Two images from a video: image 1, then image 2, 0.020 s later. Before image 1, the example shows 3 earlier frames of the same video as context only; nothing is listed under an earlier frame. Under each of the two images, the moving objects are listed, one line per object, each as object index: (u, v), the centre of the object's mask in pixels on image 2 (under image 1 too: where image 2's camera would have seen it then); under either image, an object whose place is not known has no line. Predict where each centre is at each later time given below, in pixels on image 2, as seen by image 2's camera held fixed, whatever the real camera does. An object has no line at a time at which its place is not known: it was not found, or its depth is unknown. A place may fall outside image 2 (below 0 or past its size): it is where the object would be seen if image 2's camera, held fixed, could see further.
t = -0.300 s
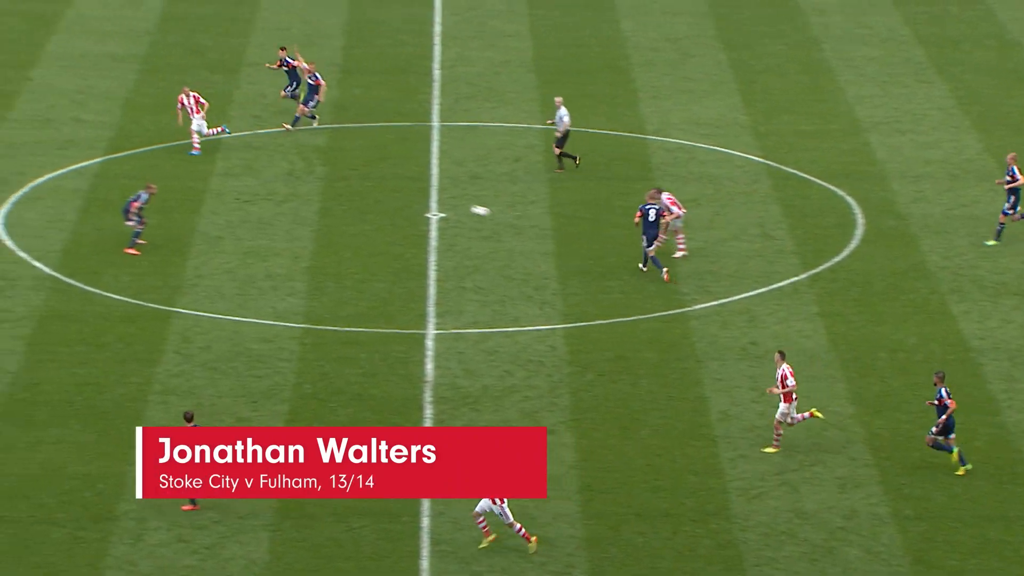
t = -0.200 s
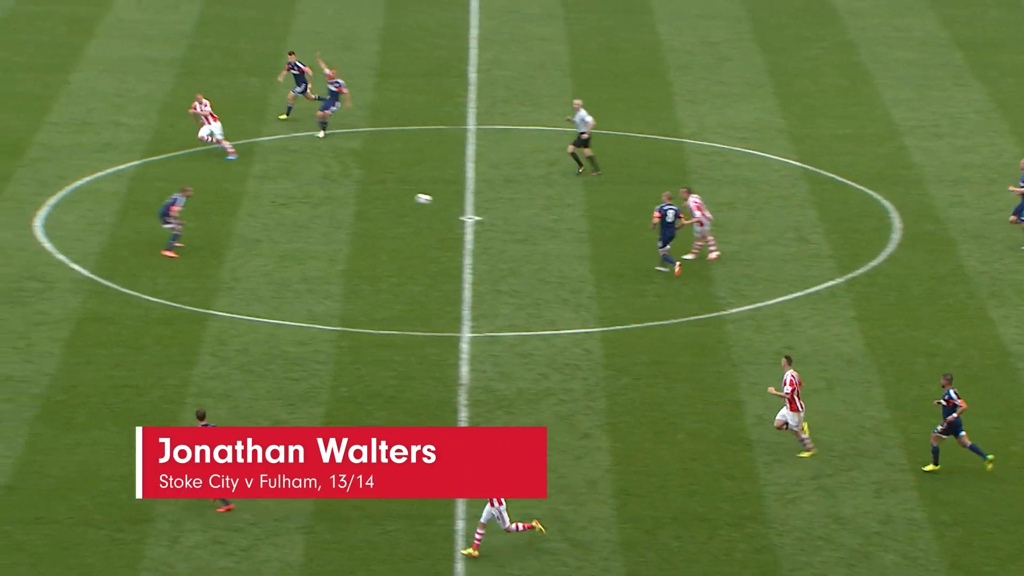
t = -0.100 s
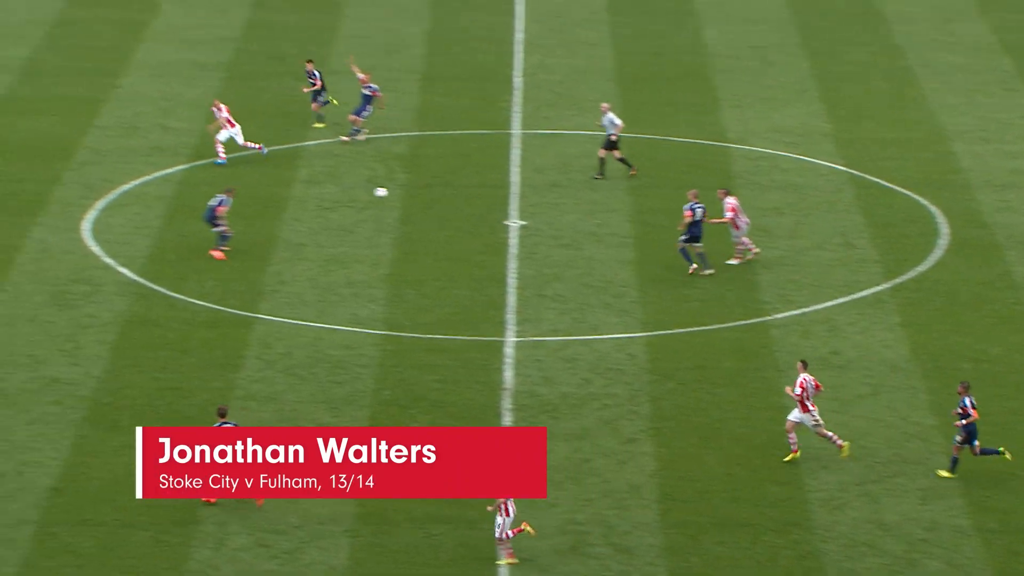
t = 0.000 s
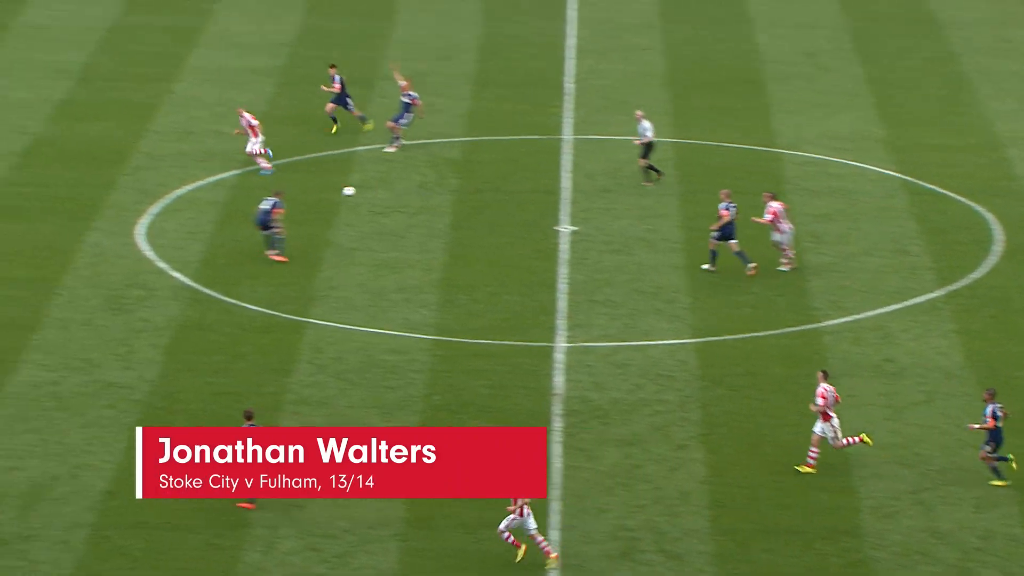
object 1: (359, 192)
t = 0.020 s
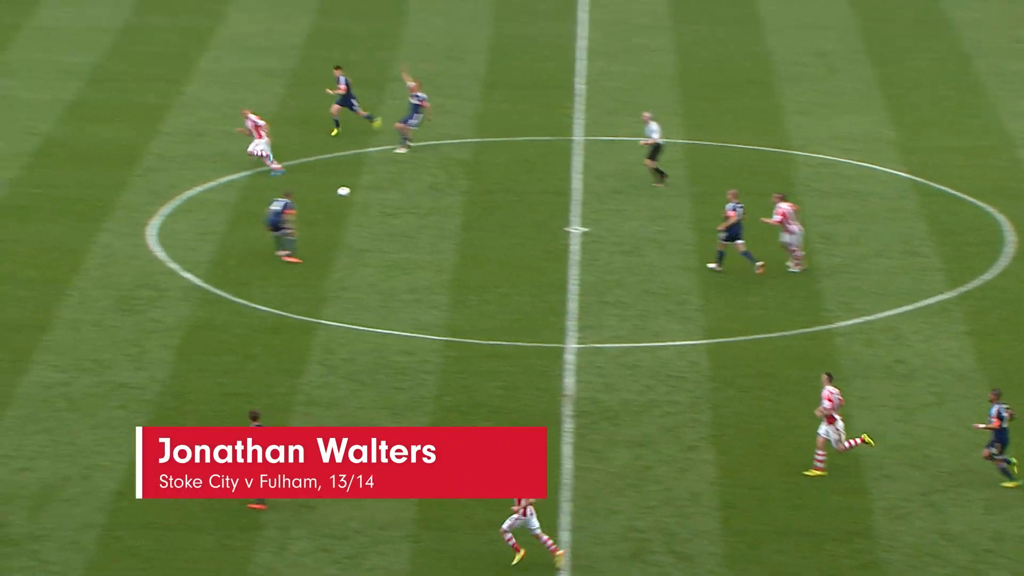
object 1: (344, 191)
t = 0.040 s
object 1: (327, 191)
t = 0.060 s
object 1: (312, 191)
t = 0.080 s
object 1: (296, 191)
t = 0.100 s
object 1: (280, 191)
